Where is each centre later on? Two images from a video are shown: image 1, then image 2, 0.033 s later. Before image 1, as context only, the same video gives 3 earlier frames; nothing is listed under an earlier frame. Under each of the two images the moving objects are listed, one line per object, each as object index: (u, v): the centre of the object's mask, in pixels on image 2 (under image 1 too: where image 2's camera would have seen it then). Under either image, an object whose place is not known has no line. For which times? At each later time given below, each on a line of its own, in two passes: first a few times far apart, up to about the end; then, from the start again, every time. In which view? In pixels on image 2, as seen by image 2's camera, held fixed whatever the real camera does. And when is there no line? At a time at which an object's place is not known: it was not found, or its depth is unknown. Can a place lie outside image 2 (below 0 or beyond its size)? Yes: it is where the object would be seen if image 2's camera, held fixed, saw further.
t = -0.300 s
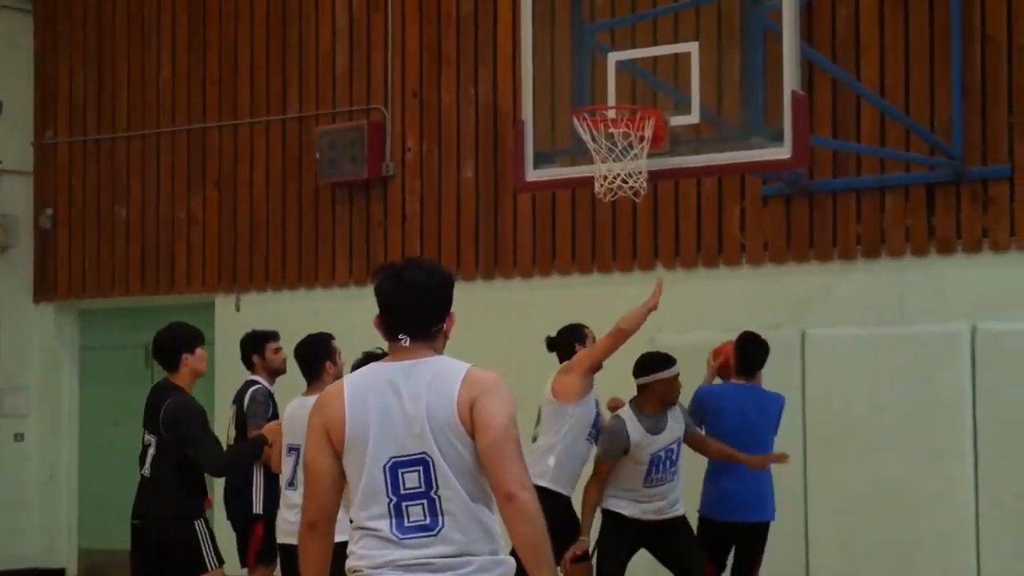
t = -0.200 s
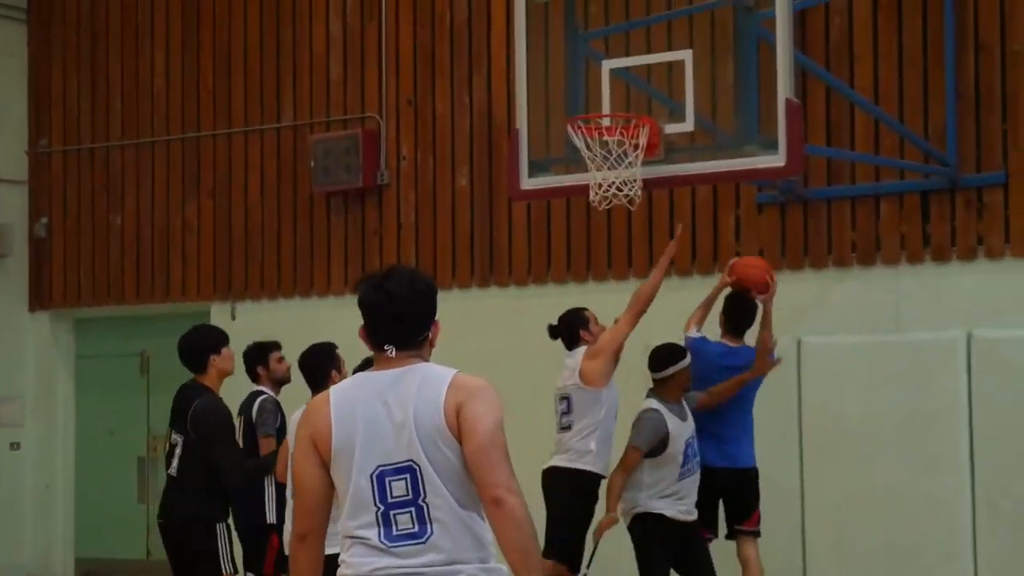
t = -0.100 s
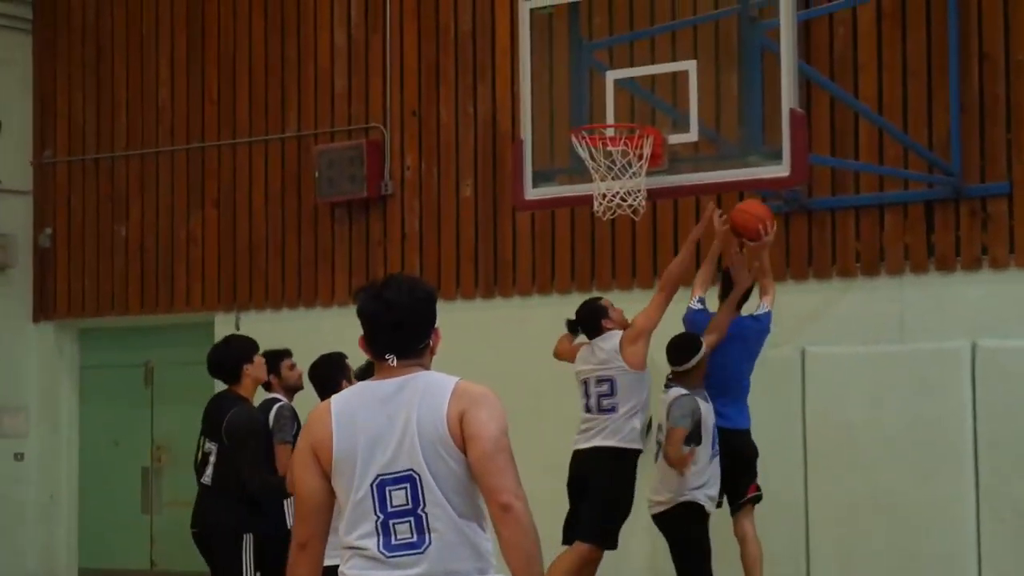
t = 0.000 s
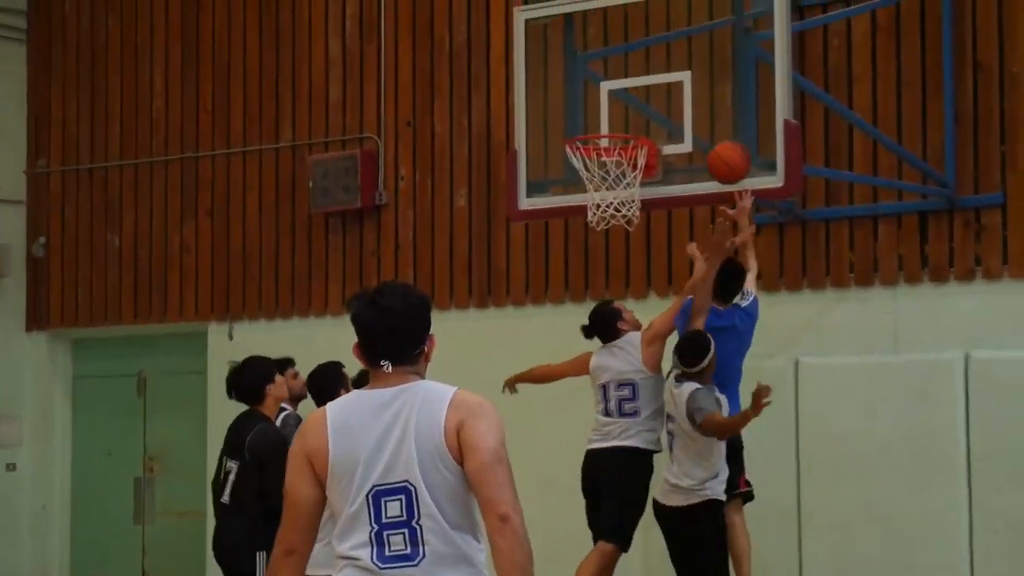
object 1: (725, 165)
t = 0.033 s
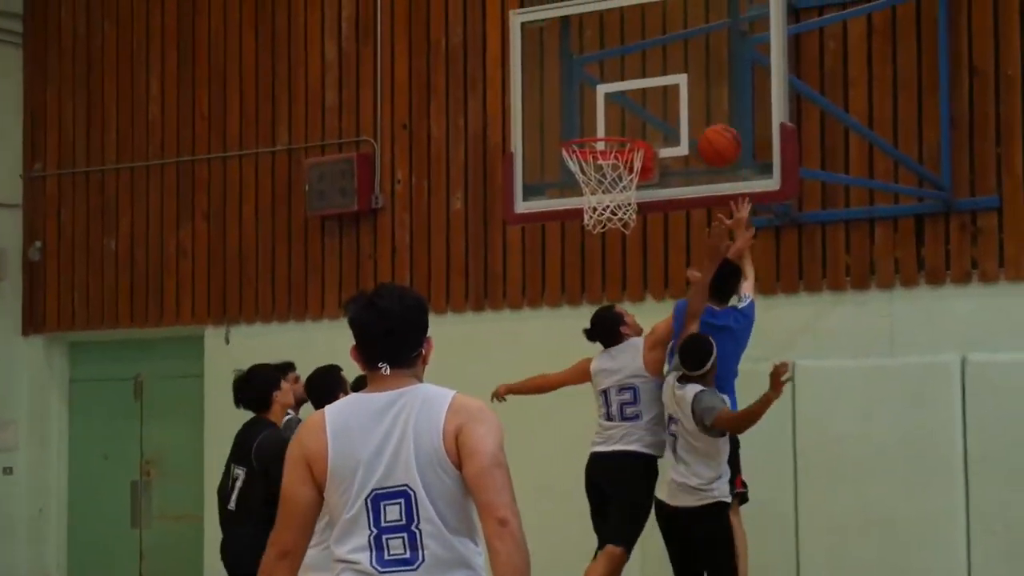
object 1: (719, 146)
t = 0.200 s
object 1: (685, 84)
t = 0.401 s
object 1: (625, 92)
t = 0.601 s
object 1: (596, 122)
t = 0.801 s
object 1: (608, 135)
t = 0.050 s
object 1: (716, 137)
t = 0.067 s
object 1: (713, 128)
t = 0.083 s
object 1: (711, 120)
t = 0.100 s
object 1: (707, 113)
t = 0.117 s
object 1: (705, 106)
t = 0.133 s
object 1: (702, 99)
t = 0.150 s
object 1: (699, 94)
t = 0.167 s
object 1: (695, 90)
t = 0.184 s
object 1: (690, 87)
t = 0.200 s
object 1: (685, 84)
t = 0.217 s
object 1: (680, 82)
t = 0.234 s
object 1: (675, 80)
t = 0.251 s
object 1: (670, 79)
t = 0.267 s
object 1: (665, 79)
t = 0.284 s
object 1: (660, 79)
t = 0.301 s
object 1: (655, 79)
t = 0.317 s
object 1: (650, 80)
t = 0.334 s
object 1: (645, 82)
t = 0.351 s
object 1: (641, 83)
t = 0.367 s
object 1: (635, 86)
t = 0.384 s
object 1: (630, 89)
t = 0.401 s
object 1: (625, 92)
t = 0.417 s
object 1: (621, 96)
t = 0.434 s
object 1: (615, 100)
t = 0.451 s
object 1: (611, 105)
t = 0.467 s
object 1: (605, 110)
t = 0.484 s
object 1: (601, 116)
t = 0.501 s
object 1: (596, 121)
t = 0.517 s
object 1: (596, 122)
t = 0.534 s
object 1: (596, 121)
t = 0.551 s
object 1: (596, 121)
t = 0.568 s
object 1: (596, 121)
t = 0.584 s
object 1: (596, 121)
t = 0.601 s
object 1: (596, 122)
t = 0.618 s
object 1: (596, 123)
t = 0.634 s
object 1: (596, 124)
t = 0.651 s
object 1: (595, 125)
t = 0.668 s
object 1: (595, 127)
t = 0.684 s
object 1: (595, 129)
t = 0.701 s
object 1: (595, 132)
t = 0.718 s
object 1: (596, 132)
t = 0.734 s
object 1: (598, 133)
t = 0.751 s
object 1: (601, 133)
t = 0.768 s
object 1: (603, 134)
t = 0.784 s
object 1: (602, 150)
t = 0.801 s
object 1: (608, 135)
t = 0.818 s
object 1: (597, 155)
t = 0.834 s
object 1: (612, 156)
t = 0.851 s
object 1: (605, 158)
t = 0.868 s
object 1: (615, 162)
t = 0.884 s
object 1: (618, 166)
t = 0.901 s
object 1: (622, 171)
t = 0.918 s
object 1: (624, 177)
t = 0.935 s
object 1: (626, 183)
